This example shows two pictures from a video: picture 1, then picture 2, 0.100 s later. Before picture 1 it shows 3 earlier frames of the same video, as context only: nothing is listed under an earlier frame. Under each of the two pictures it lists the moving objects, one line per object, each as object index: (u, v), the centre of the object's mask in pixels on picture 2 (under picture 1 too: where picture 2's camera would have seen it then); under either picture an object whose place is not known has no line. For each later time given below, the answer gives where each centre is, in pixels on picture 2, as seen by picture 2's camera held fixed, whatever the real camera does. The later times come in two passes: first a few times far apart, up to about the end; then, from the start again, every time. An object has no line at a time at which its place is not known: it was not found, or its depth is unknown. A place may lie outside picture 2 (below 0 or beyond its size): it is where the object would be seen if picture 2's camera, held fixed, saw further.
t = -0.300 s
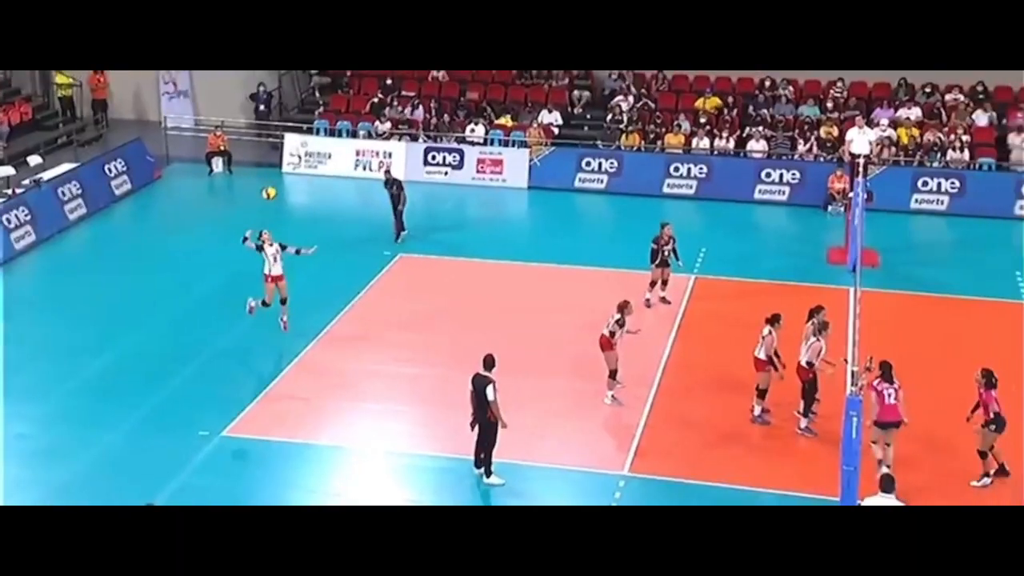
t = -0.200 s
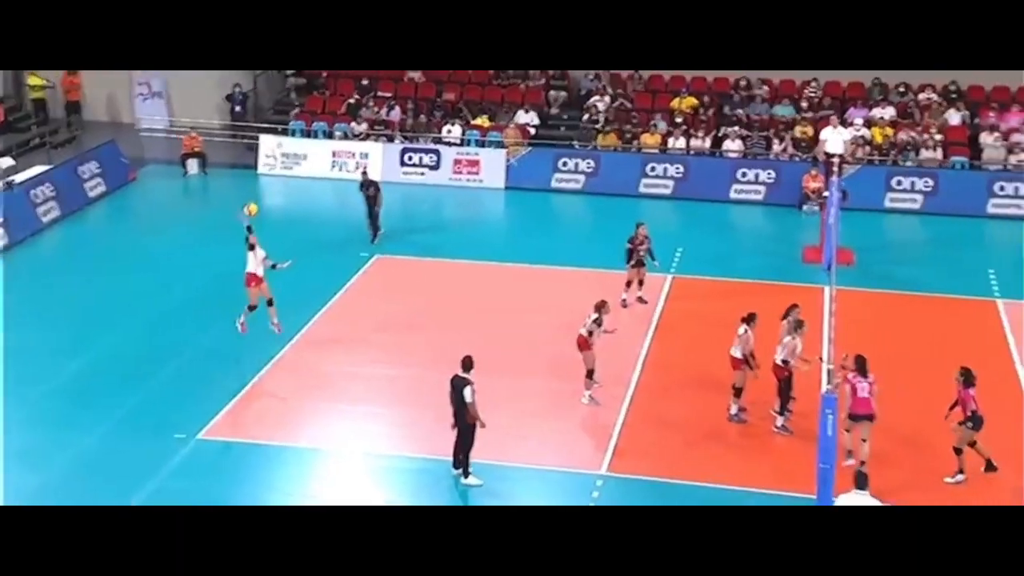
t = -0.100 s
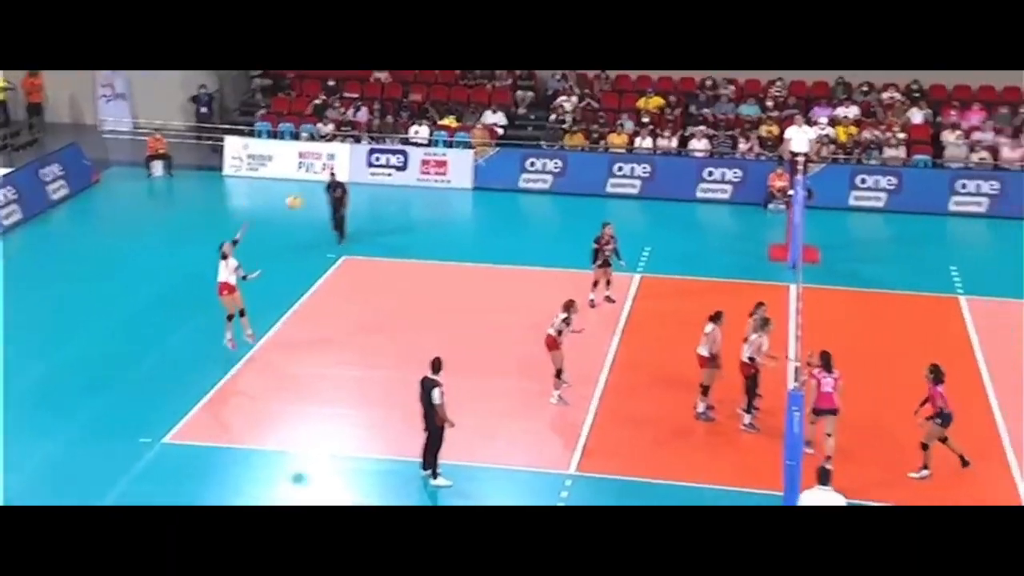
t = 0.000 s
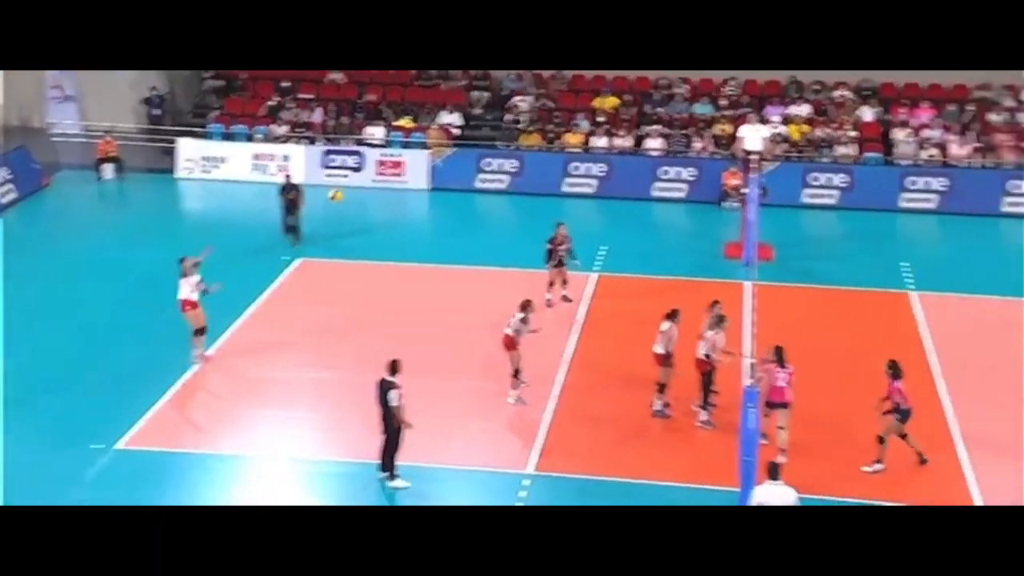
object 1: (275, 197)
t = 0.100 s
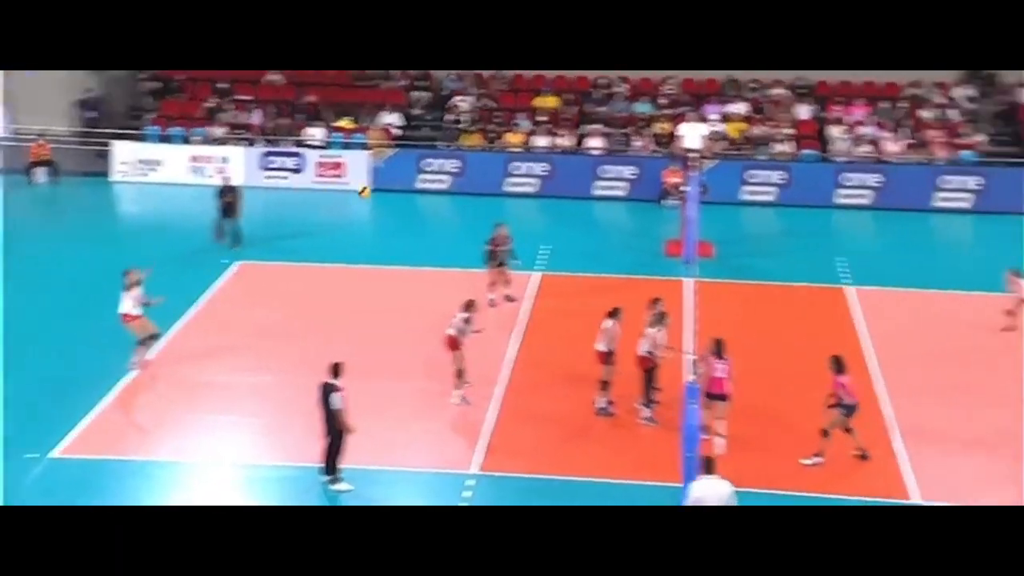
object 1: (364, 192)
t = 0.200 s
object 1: (451, 194)
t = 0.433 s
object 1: (652, 230)
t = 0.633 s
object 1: (815, 291)
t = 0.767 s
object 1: (921, 349)
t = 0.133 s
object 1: (393, 191)
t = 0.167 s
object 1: (422, 192)
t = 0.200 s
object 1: (451, 194)
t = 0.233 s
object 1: (480, 197)
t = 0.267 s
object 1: (509, 200)
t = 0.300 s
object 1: (538, 204)
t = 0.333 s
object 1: (566, 210)
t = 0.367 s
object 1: (595, 216)
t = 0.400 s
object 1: (624, 222)
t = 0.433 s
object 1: (652, 230)
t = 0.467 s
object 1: (680, 238)
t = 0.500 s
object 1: (708, 247)
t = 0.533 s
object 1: (736, 256)
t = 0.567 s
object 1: (763, 267)
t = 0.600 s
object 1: (789, 278)
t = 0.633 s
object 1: (815, 291)
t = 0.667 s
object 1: (842, 304)
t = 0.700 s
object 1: (867, 319)
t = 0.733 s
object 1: (895, 334)
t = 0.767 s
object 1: (921, 349)
